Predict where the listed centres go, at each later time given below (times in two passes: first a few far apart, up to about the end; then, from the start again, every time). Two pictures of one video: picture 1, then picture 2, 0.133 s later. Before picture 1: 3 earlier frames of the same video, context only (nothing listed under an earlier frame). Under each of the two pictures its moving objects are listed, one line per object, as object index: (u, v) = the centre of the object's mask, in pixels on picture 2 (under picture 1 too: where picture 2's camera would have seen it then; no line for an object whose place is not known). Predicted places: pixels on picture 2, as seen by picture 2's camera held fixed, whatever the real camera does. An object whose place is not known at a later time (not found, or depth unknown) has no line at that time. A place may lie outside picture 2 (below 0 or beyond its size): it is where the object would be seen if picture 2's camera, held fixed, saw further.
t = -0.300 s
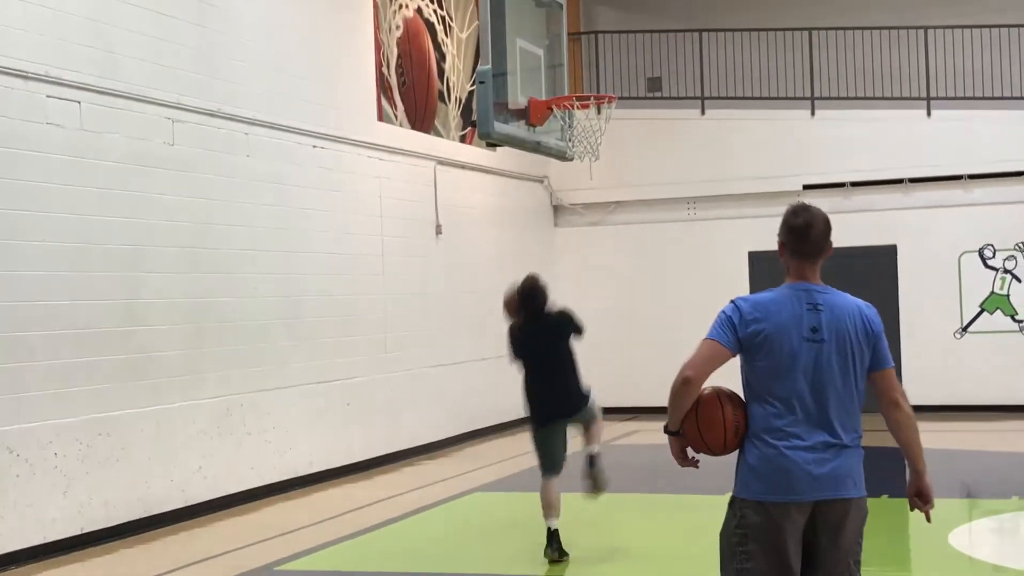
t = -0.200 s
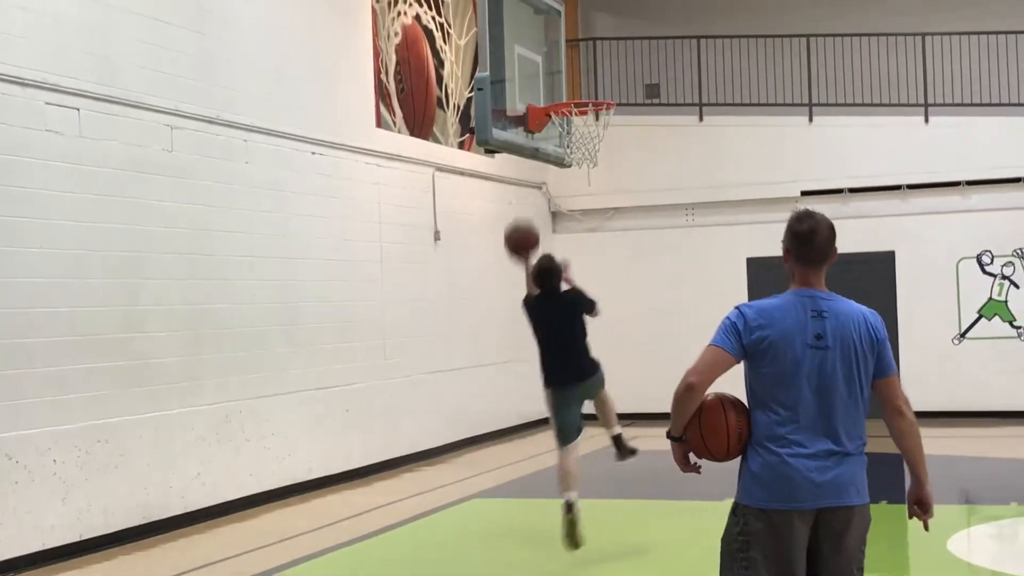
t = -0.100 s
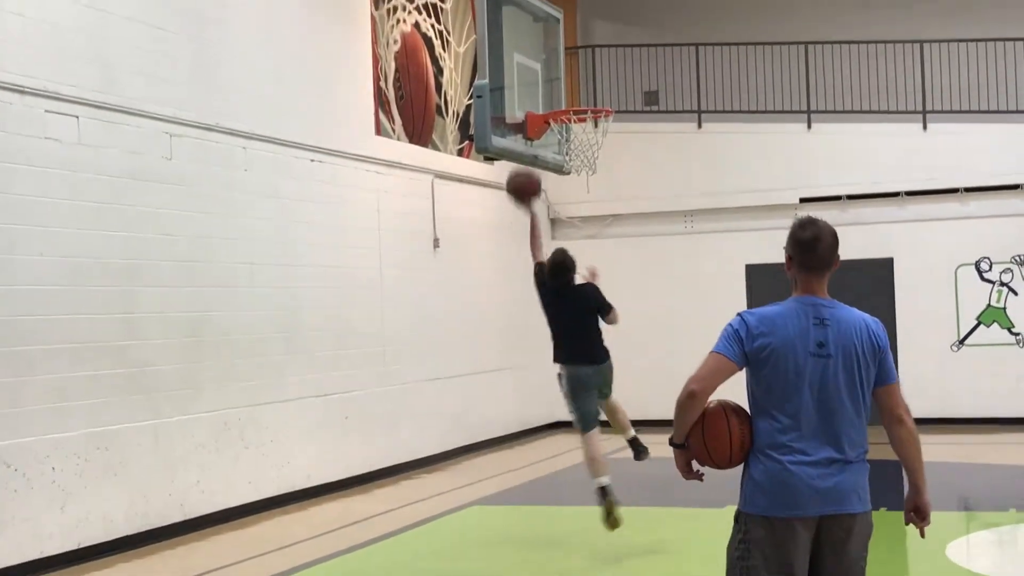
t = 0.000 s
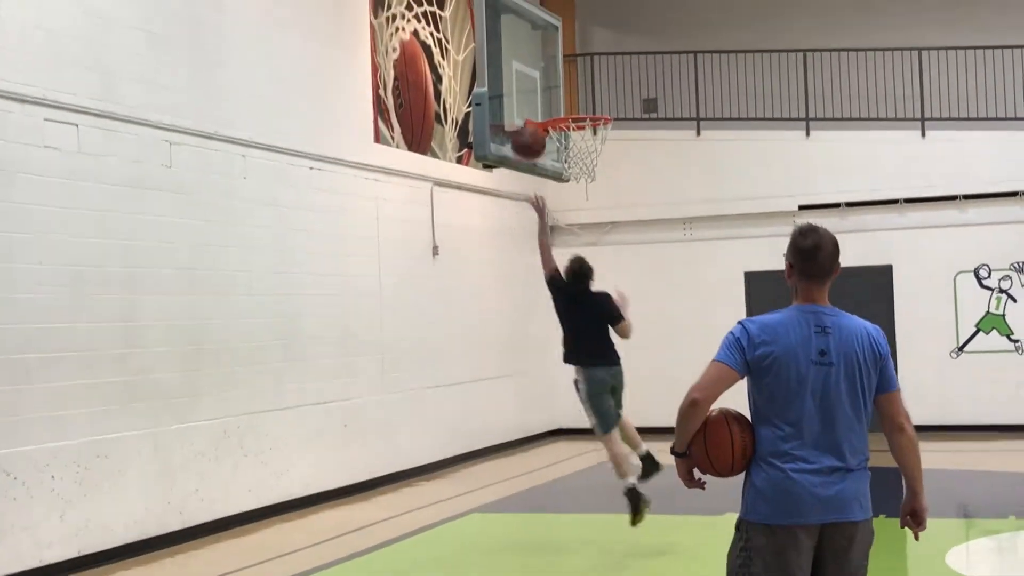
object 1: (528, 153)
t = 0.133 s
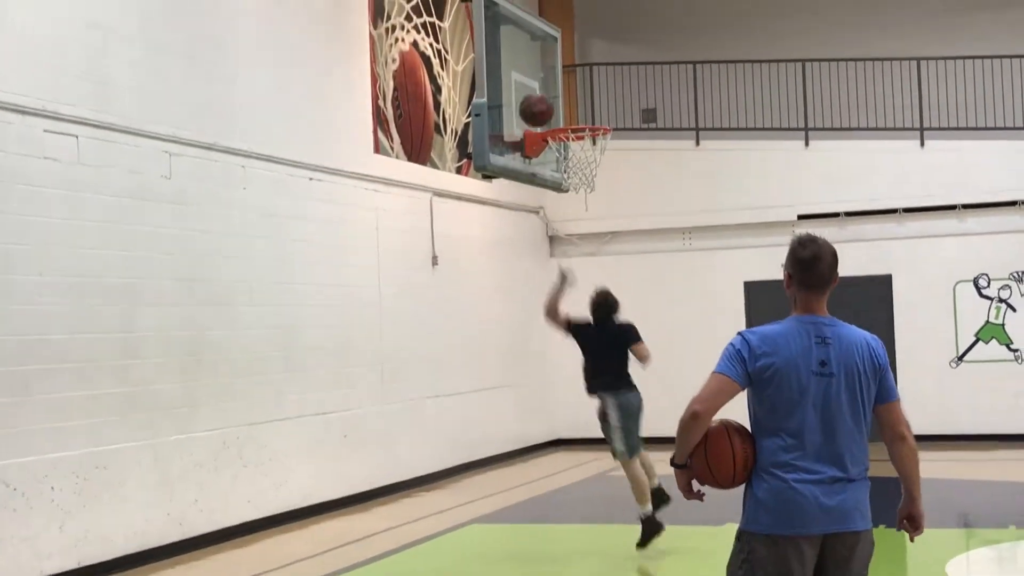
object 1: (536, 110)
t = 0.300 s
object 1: (548, 92)
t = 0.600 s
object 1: (573, 153)
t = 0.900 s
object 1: (594, 243)
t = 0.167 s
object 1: (539, 103)
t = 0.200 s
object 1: (541, 98)
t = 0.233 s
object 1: (544, 94)
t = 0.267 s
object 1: (546, 92)
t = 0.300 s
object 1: (548, 92)
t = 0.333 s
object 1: (551, 93)
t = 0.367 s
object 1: (554, 95)
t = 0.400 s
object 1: (556, 99)
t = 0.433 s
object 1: (558, 104)
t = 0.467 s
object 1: (562, 111)
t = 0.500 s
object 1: (564, 116)
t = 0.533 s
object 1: (565, 121)
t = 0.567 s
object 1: (569, 148)
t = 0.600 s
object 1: (573, 153)
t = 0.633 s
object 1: (576, 165)
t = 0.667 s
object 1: (578, 172)
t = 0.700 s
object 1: (580, 177)
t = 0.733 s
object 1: (583, 186)
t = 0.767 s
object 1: (585, 195)
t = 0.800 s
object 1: (586, 203)
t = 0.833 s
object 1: (588, 215)
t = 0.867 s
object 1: (591, 228)
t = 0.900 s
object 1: (594, 243)
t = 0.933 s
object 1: (597, 259)
